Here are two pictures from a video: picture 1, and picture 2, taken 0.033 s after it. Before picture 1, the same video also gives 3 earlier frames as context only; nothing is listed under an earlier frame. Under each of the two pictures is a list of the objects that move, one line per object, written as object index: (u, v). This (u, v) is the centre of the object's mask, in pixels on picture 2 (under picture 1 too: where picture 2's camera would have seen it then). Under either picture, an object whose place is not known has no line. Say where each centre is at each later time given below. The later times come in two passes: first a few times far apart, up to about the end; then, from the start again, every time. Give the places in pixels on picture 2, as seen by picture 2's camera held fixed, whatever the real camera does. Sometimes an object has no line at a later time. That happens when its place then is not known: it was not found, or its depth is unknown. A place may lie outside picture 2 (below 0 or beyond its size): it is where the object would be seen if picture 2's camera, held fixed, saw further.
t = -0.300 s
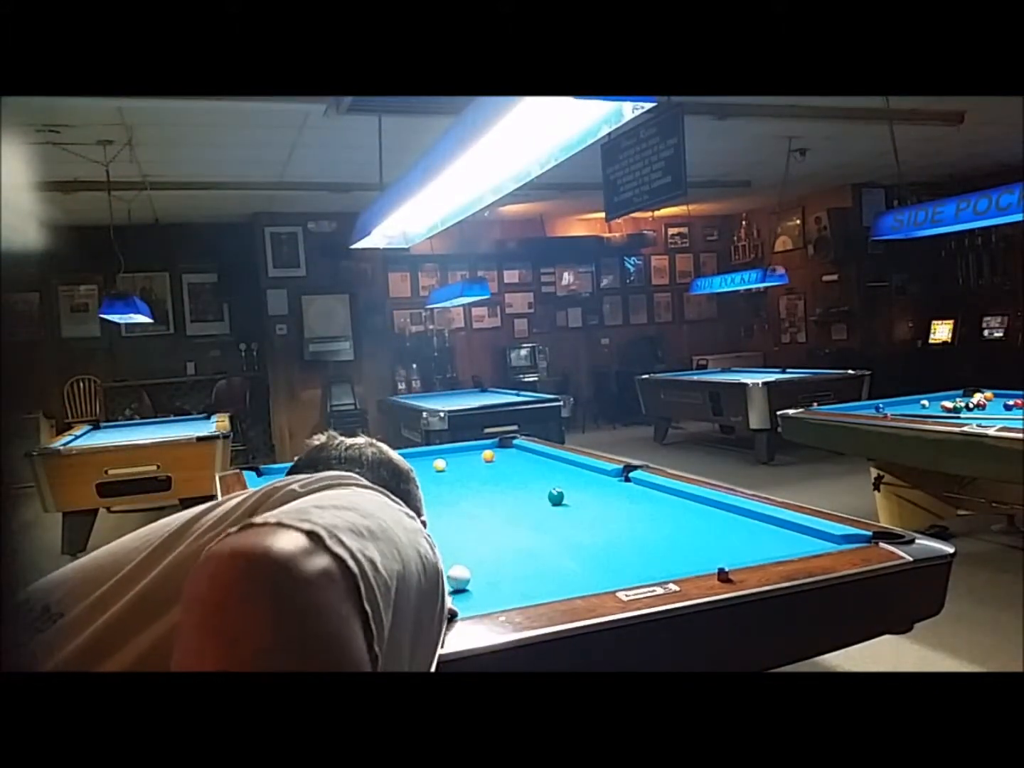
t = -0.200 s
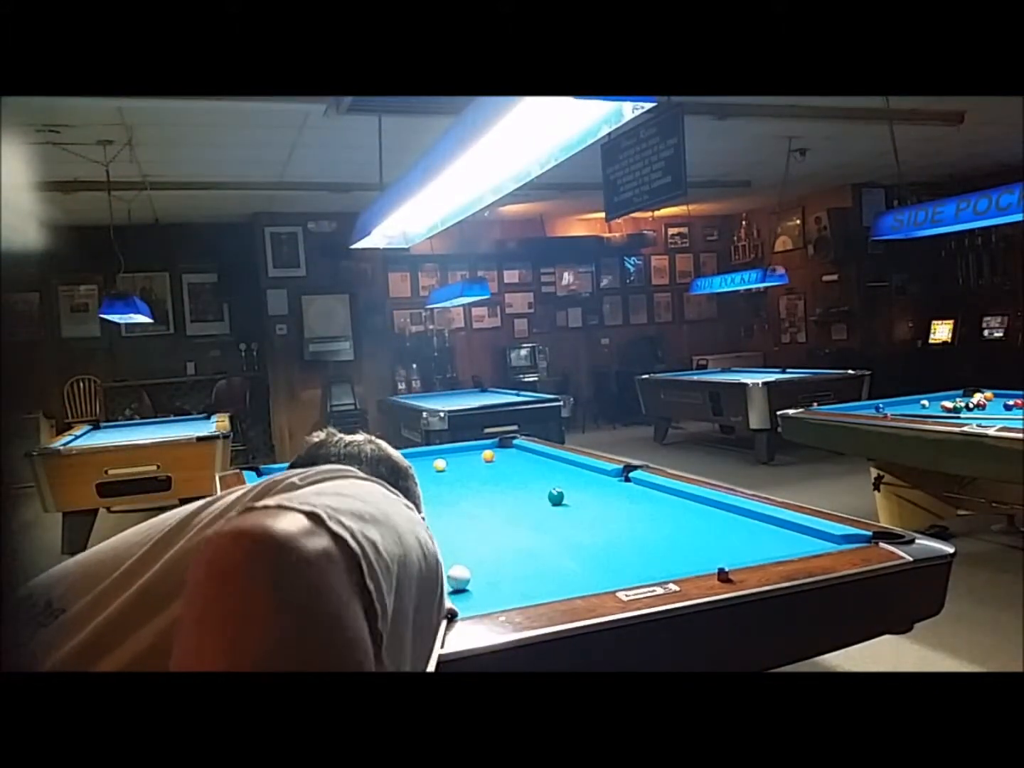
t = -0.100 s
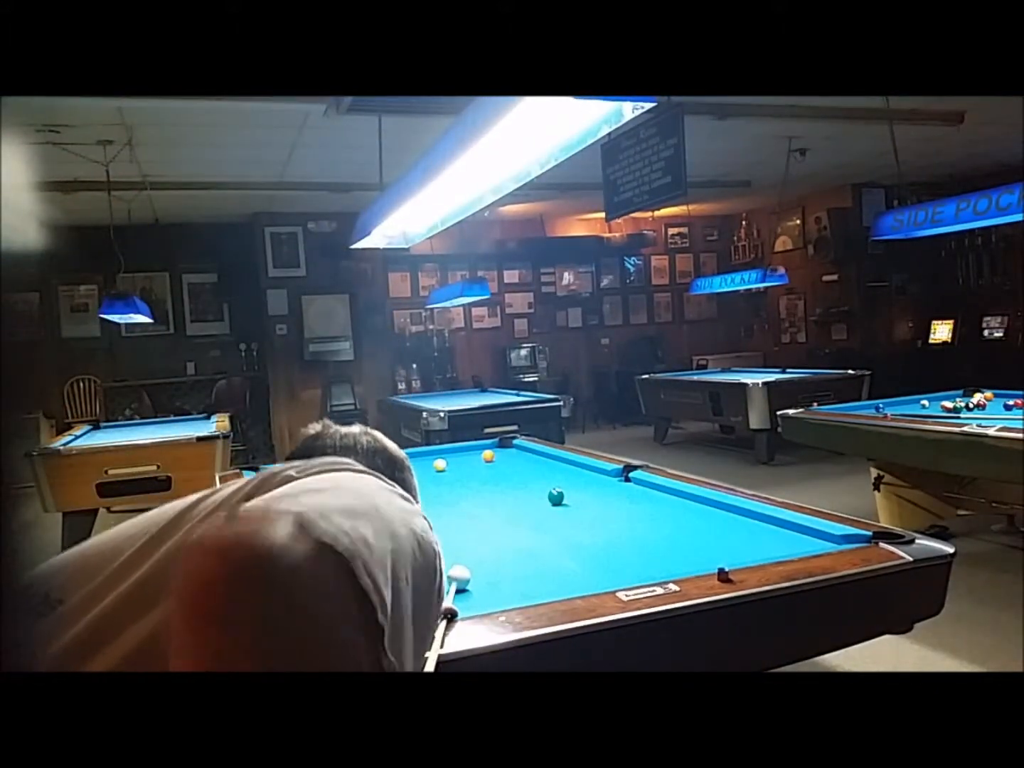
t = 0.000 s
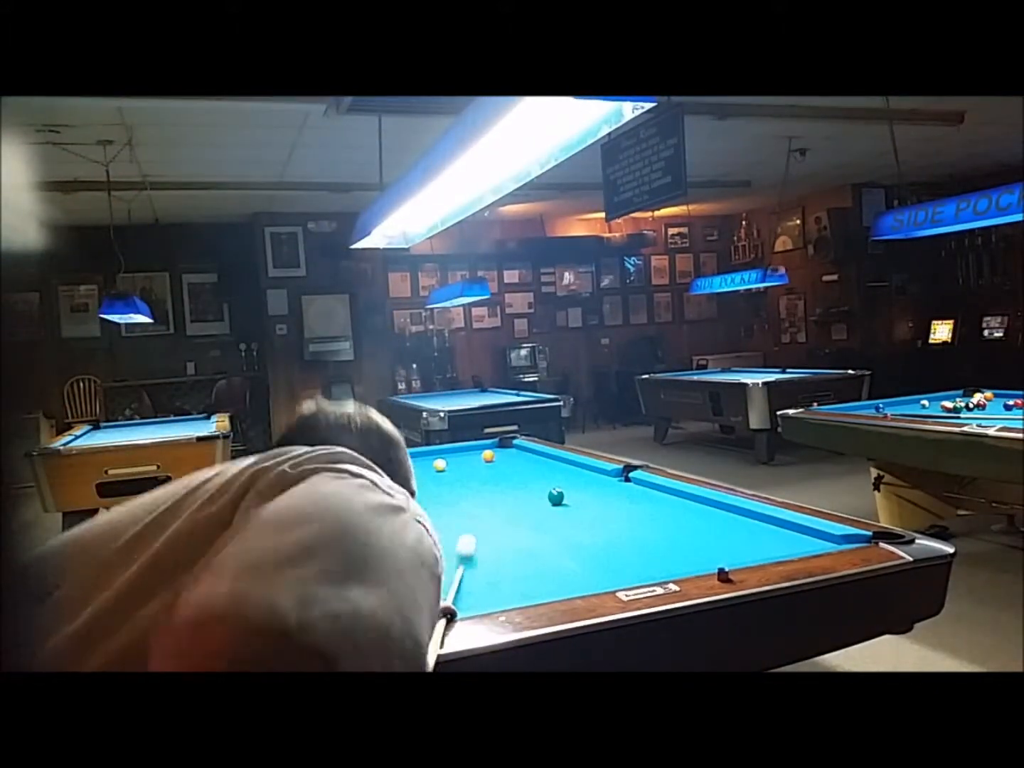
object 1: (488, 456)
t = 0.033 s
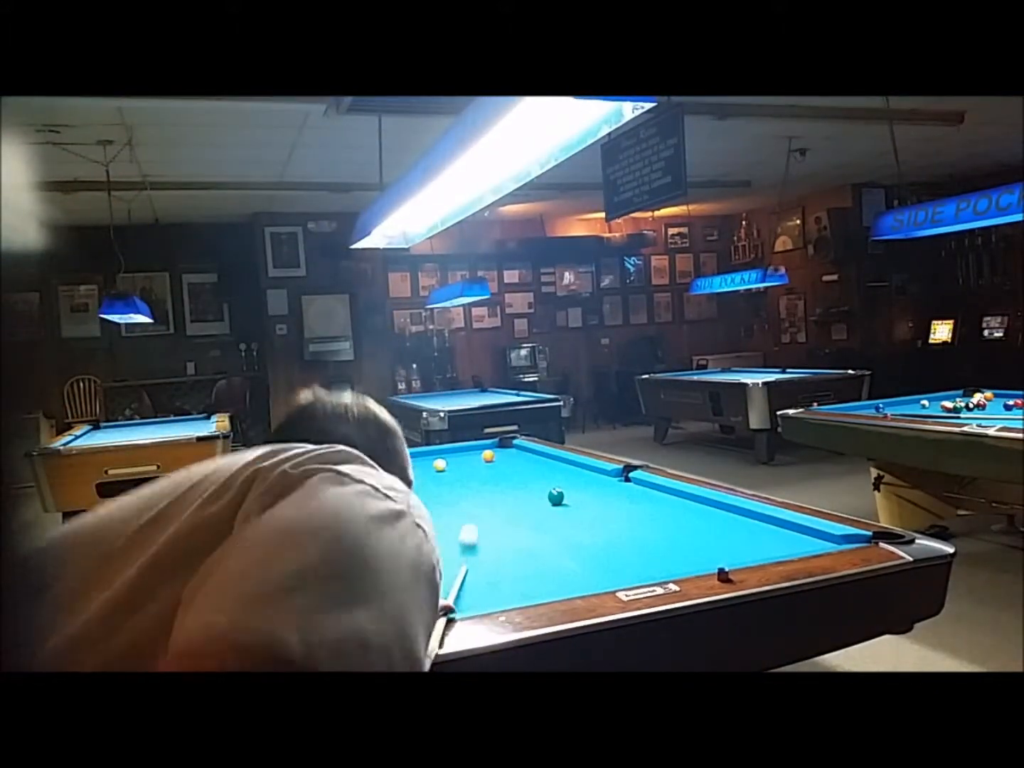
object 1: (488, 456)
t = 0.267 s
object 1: (488, 456)
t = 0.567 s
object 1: (489, 449)
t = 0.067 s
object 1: (488, 456)
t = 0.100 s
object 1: (488, 456)
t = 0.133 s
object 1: (488, 456)
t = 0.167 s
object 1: (488, 456)
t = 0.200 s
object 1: (488, 456)
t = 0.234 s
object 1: (488, 456)
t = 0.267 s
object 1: (488, 456)
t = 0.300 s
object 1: (488, 456)
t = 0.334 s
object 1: (488, 456)
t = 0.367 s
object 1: (488, 456)
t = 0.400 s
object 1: (488, 455)
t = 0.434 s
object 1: (489, 454)
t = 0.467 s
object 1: (488, 453)
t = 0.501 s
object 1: (488, 452)
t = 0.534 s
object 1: (489, 450)
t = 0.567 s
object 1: (489, 449)
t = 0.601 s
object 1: (491, 447)
